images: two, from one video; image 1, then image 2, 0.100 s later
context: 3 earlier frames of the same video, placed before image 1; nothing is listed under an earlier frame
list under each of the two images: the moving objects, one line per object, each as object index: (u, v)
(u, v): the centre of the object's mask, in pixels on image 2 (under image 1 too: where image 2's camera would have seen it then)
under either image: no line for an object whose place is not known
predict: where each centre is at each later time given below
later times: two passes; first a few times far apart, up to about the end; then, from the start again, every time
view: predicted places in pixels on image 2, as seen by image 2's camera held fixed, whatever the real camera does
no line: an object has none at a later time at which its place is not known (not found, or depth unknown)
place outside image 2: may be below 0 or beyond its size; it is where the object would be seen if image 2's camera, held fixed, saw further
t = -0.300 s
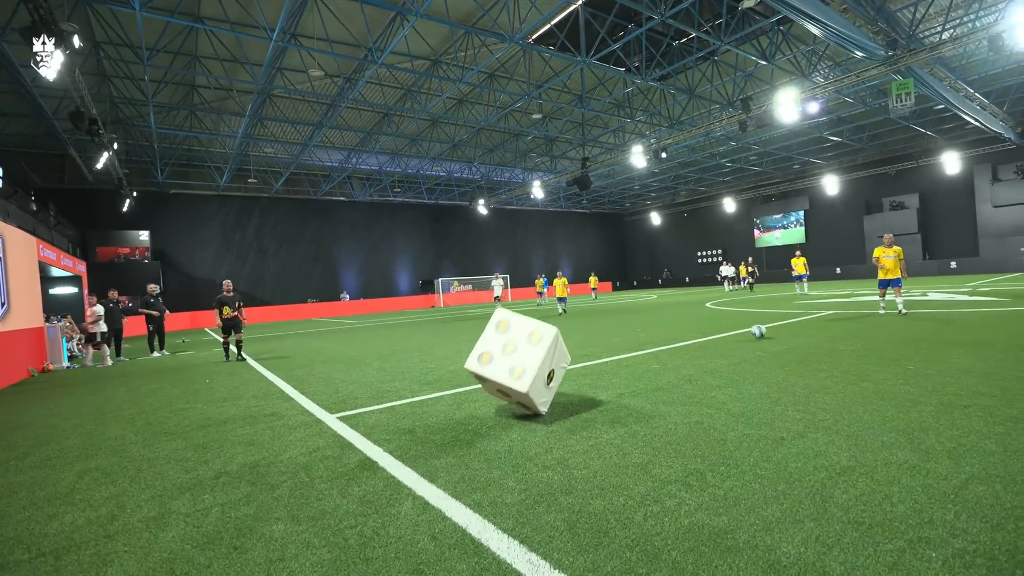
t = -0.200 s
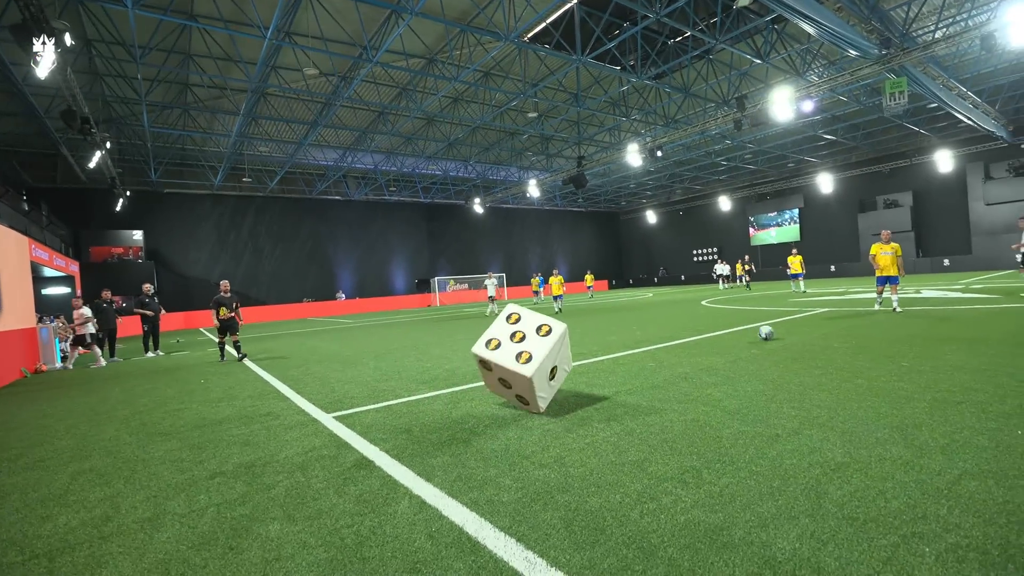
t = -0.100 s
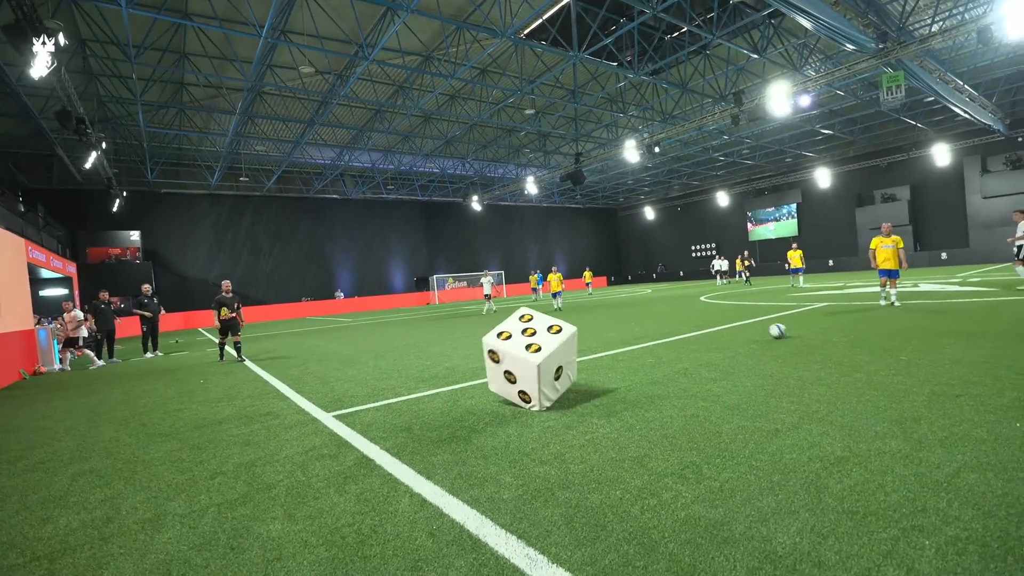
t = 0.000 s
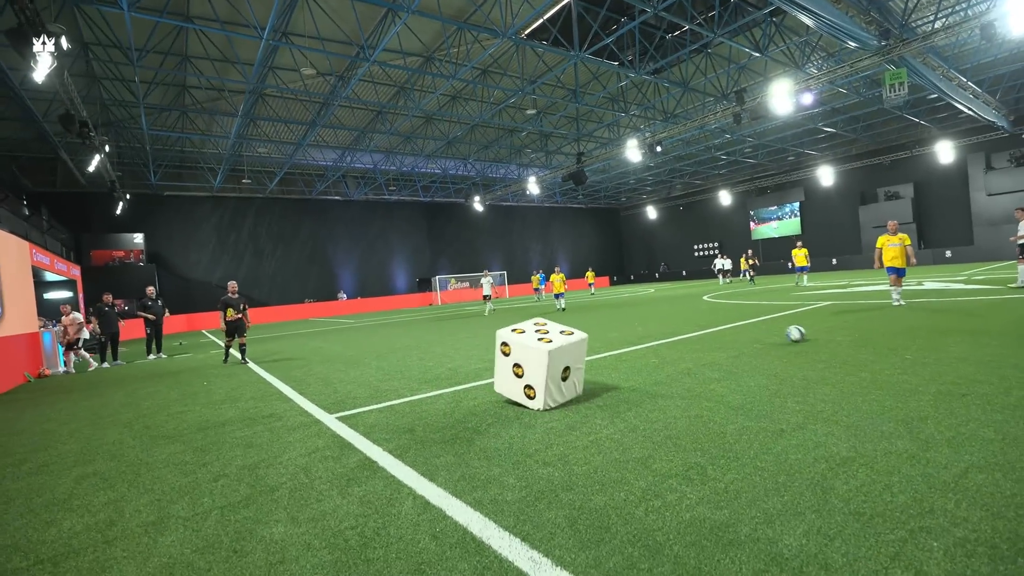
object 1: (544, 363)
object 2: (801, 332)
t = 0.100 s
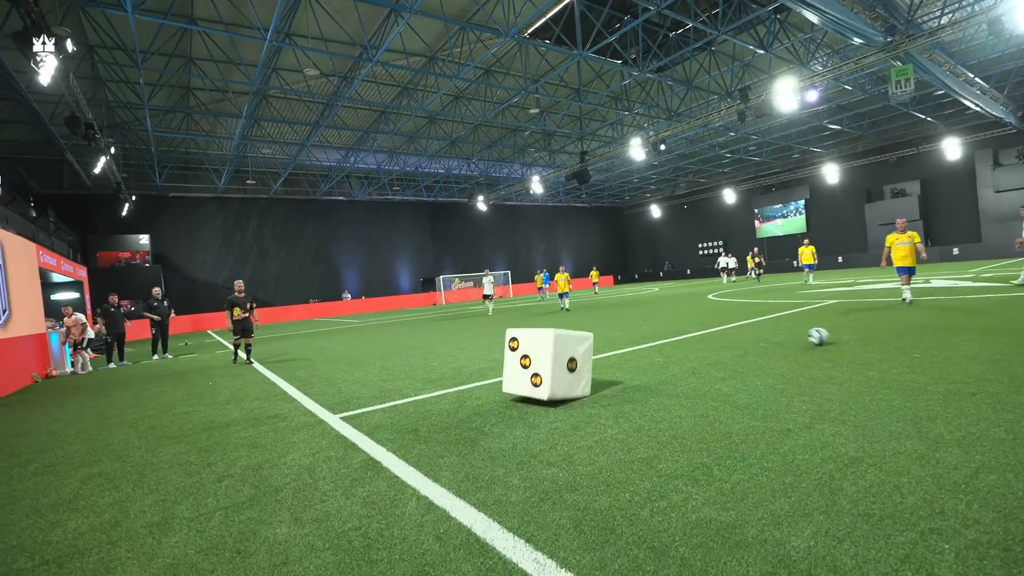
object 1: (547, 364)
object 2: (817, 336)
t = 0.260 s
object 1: (543, 352)
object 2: (848, 344)
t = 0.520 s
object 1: (538, 349)
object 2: (913, 359)
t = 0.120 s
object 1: (547, 361)
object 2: (821, 337)
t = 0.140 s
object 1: (547, 359)
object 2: (825, 338)
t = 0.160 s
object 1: (546, 357)
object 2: (829, 339)
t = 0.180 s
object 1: (545, 356)
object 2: (832, 340)
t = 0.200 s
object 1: (545, 355)
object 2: (836, 341)
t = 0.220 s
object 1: (544, 354)
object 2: (840, 342)
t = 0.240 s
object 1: (544, 353)
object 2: (844, 343)
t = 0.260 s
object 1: (543, 352)
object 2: (848, 344)
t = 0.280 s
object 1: (543, 352)
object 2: (852, 344)
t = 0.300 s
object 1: (542, 351)
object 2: (856, 345)
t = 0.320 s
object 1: (542, 351)
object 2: (862, 347)
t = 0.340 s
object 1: (541, 351)
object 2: (866, 348)
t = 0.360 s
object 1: (541, 350)
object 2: (870, 349)
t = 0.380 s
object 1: (541, 350)
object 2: (875, 350)
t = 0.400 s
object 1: (540, 350)
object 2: (880, 351)
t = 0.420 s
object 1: (540, 350)
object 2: (886, 352)
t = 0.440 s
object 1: (540, 350)
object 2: (891, 354)
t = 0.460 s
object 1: (539, 350)
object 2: (896, 355)
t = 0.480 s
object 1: (539, 350)
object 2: (902, 356)
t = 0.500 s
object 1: (538, 350)
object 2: (908, 358)
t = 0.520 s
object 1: (538, 349)
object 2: (913, 359)
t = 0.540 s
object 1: (537, 349)
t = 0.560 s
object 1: (537, 349)
